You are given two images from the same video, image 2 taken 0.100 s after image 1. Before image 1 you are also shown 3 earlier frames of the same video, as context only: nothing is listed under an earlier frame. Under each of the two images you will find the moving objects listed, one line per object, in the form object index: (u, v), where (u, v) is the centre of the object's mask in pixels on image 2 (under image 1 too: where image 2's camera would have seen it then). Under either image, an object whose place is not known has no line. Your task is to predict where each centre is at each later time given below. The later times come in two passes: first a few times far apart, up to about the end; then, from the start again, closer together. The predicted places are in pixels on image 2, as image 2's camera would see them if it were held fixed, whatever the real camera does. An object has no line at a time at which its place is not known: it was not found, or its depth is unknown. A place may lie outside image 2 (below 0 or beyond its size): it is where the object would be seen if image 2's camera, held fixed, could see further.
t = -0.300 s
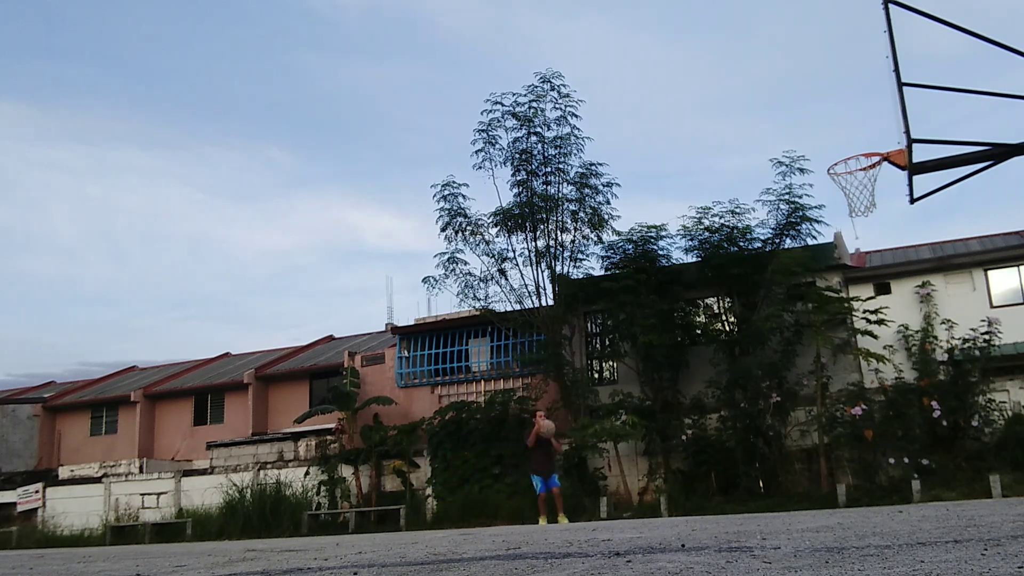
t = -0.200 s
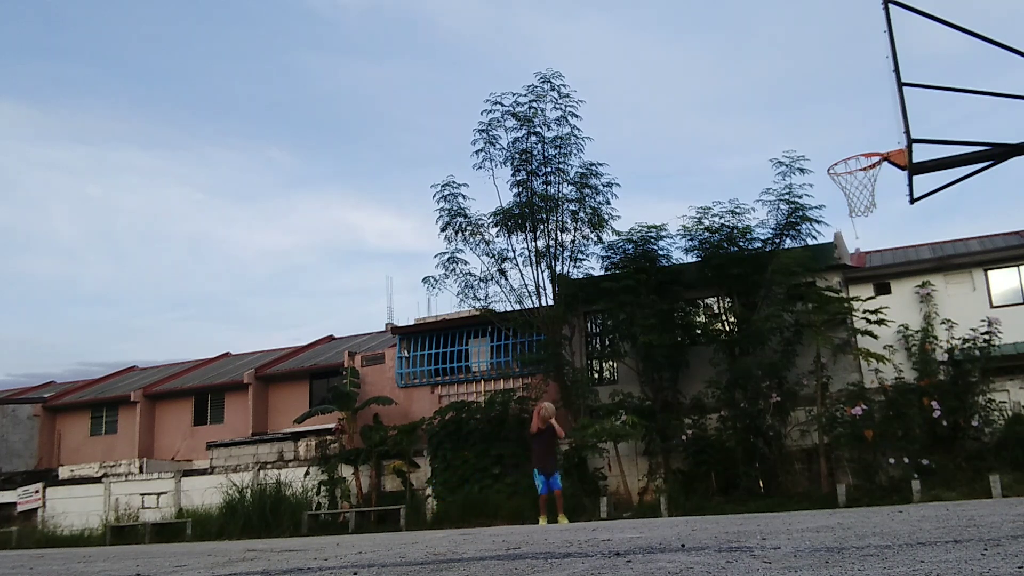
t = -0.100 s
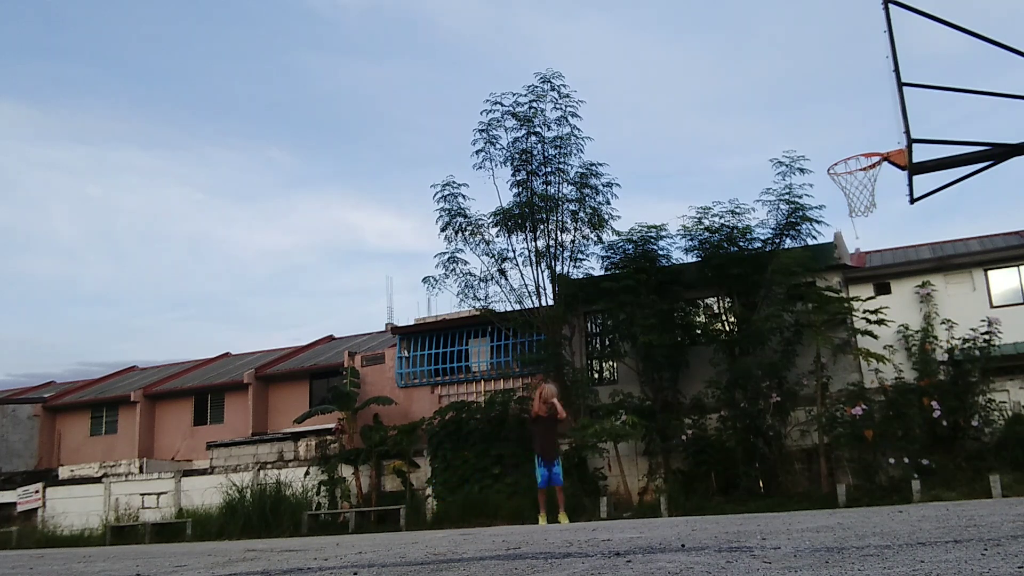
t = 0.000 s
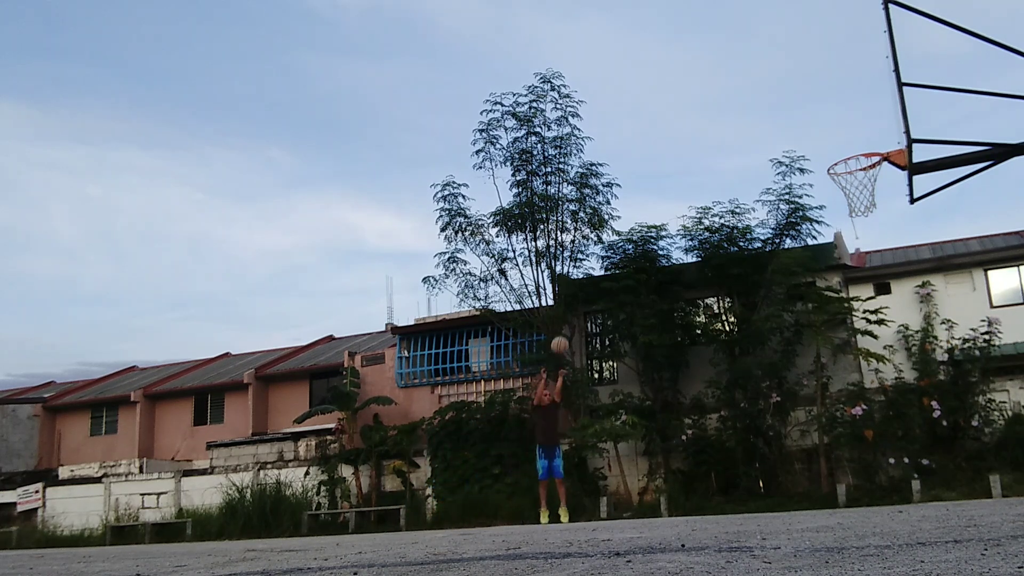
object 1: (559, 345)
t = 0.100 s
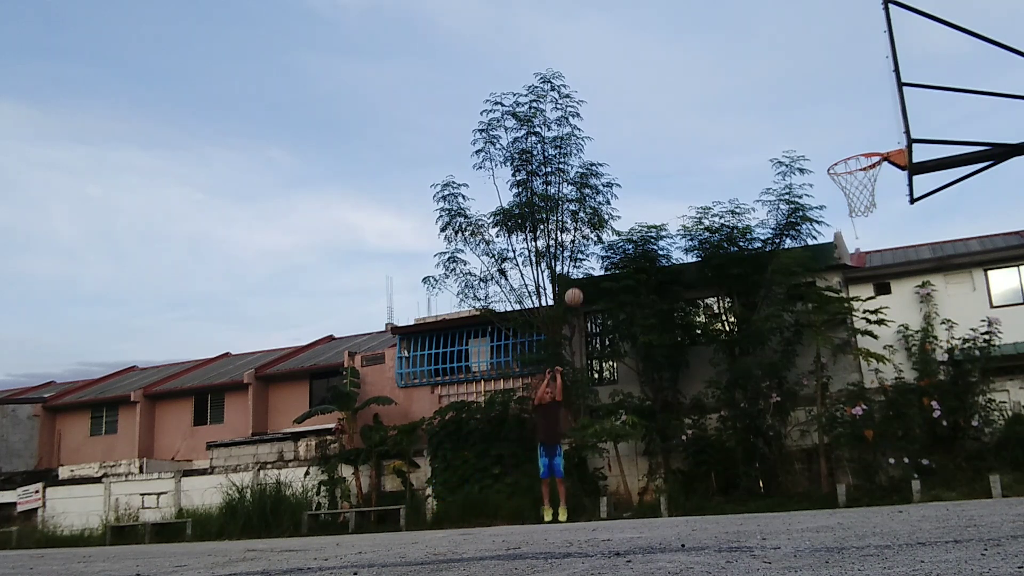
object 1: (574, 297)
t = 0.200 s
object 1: (589, 254)
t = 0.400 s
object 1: (625, 183)
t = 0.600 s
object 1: (667, 133)
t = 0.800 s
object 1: (721, 111)
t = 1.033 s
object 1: (803, 128)
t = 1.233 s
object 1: (868, 143)
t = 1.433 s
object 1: (866, 139)
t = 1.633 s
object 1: (869, 172)
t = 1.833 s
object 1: (879, 242)
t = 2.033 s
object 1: (894, 350)
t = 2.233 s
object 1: (911, 495)
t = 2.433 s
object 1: (924, 411)
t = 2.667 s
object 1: (944, 364)
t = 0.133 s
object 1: (578, 282)
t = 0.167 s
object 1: (584, 267)
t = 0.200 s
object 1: (589, 254)
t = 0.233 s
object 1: (594, 240)
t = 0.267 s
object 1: (600, 228)
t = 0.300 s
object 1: (605, 216)
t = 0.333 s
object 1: (612, 205)
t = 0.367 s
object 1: (618, 193)
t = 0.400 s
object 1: (625, 183)
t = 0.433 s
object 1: (631, 173)
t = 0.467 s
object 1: (638, 164)
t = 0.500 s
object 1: (645, 155)
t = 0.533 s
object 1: (652, 147)
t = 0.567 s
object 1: (659, 140)
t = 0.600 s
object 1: (667, 133)
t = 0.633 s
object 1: (675, 128)
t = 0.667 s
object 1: (684, 123)
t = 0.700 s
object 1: (693, 118)
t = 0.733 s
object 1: (702, 115)
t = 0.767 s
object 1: (711, 113)
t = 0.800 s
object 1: (721, 111)
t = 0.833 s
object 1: (731, 110)
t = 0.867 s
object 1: (742, 110)
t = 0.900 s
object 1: (753, 111)
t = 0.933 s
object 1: (765, 114)
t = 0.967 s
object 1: (777, 117)
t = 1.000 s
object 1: (790, 122)
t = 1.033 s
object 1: (803, 128)
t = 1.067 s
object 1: (818, 135)
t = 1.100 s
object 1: (833, 144)
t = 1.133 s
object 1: (847, 153)
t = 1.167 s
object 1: (858, 150)
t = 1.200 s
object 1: (868, 148)
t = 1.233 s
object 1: (868, 143)
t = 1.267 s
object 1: (867, 140)
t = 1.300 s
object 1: (866, 138)
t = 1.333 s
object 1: (866, 137)
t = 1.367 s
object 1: (866, 136)
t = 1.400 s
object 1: (866, 137)
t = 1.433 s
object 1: (866, 139)
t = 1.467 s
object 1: (866, 141)
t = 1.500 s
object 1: (866, 143)
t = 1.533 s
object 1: (867, 146)
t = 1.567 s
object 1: (867, 156)
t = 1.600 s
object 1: (869, 164)
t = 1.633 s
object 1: (869, 172)
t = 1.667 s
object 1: (871, 181)
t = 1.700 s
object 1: (872, 191)
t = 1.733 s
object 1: (874, 203)
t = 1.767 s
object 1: (875, 215)
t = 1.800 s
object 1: (877, 228)
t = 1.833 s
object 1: (879, 242)
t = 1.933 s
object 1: (885, 291)
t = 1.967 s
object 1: (888, 310)
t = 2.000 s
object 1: (891, 330)
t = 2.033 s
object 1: (894, 350)
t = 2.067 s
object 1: (897, 372)
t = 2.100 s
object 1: (899, 395)
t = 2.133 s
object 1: (902, 419)
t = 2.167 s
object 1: (905, 444)
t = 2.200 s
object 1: (908, 470)
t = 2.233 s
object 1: (911, 495)
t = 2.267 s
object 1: (913, 481)
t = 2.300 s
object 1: (915, 465)
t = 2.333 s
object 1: (917, 449)
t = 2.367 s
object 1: (919, 436)
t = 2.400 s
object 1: (921, 423)
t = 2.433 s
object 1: (924, 411)
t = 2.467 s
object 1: (926, 401)
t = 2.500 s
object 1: (928, 392)
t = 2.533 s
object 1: (931, 385)
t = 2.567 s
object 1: (934, 378)
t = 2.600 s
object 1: (937, 372)
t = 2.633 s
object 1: (940, 368)
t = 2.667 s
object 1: (944, 364)
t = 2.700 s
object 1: (947, 362)
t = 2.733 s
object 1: (949, 361)
